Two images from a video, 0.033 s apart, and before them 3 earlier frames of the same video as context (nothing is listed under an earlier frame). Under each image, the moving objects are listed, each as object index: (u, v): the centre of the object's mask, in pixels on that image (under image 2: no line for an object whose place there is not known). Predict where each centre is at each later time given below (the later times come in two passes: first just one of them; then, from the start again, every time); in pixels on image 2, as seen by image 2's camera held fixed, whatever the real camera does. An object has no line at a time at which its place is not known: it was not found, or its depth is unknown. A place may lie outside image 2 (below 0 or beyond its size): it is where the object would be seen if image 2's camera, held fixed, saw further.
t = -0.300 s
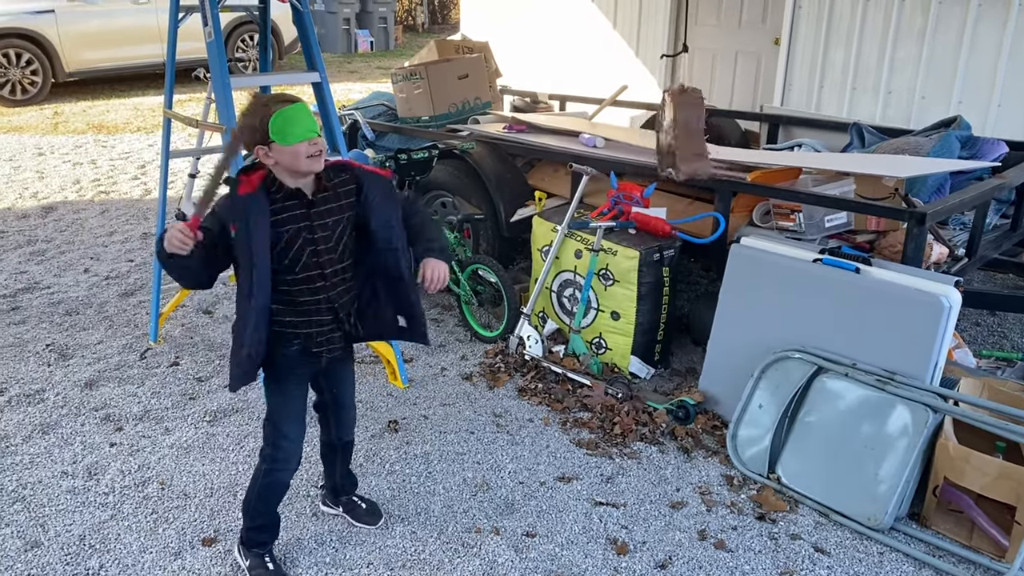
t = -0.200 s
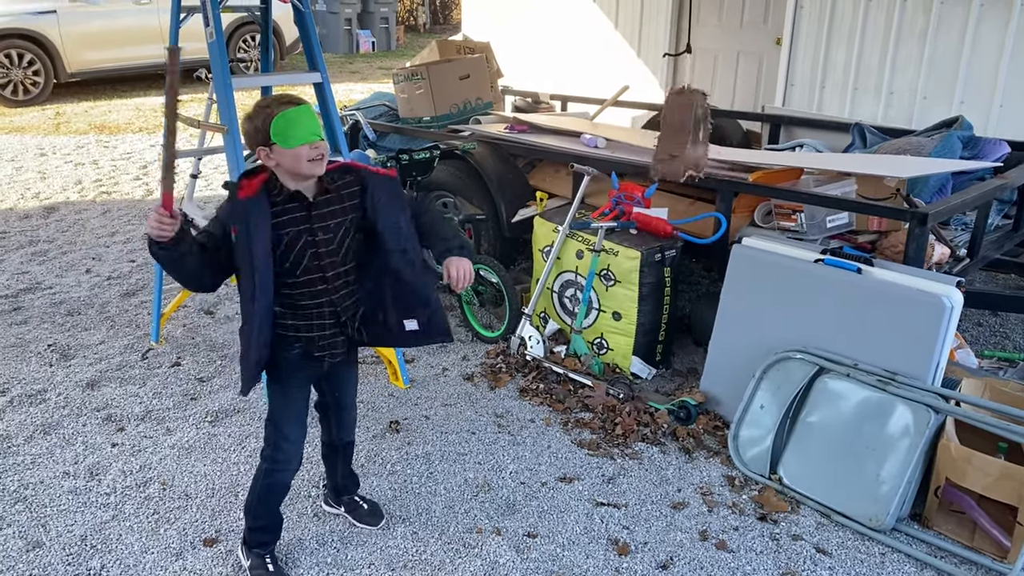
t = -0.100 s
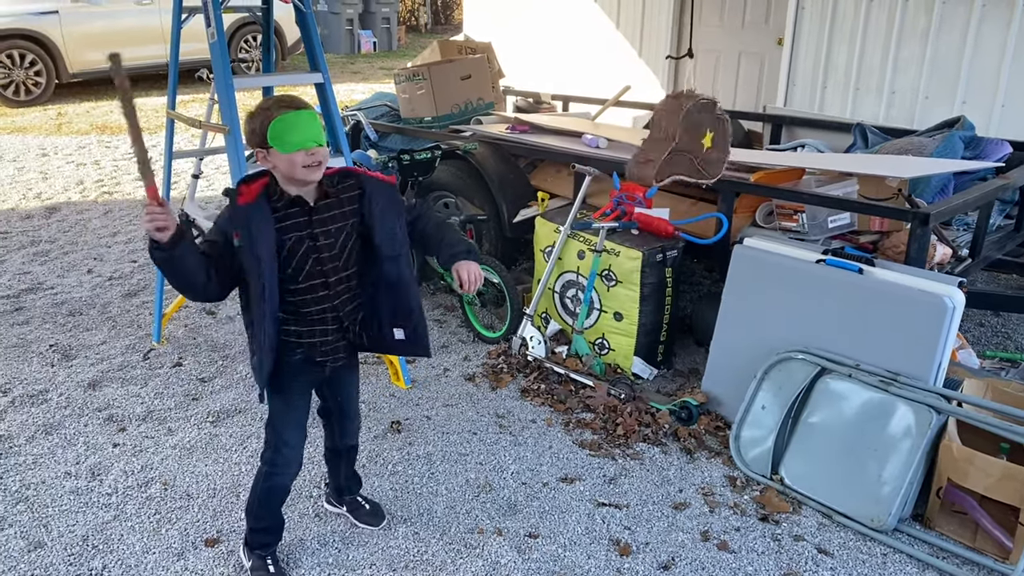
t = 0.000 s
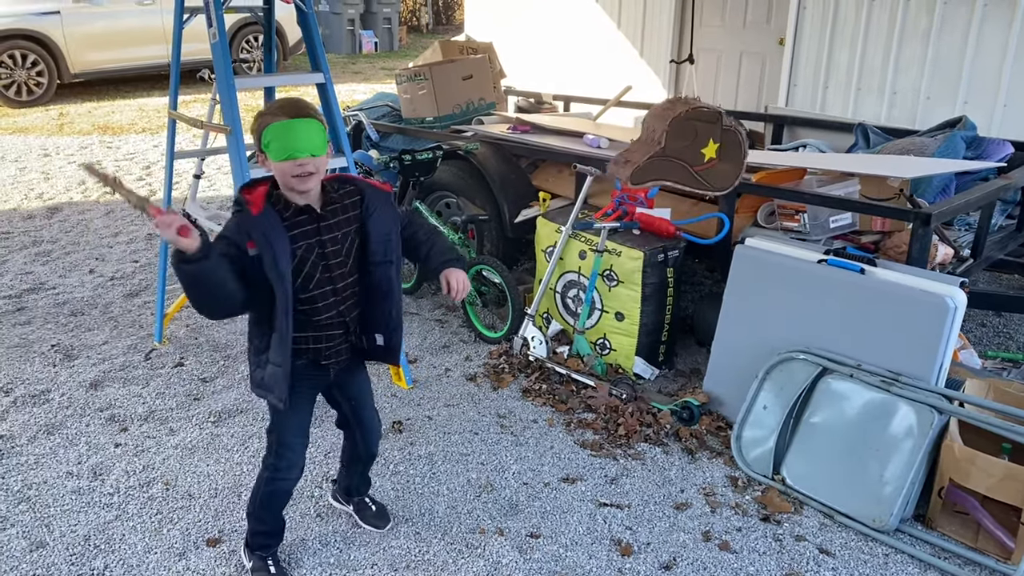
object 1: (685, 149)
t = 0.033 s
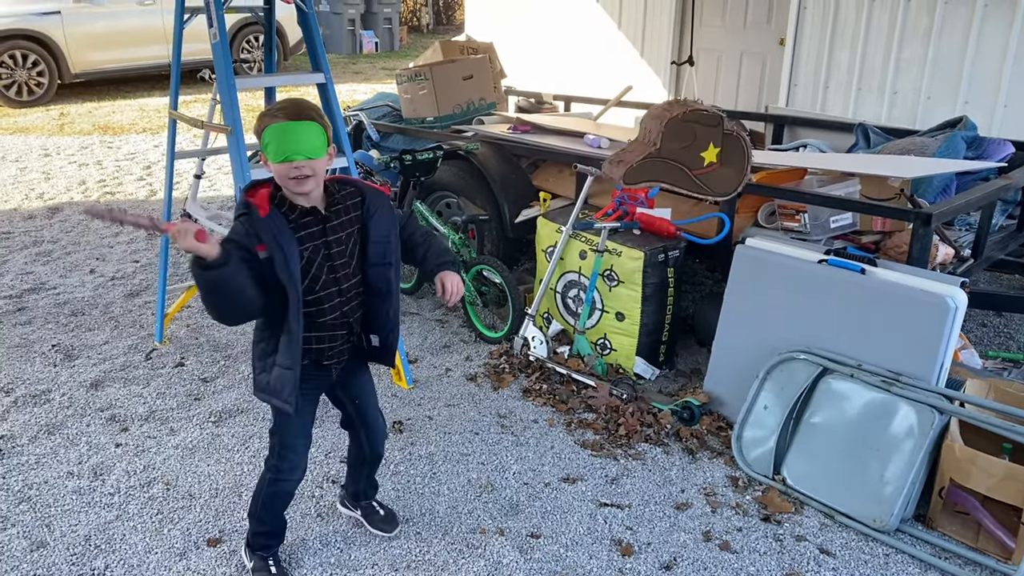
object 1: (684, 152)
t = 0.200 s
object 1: (679, 171)
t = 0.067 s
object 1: (684, 156)
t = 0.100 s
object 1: (683, 159)
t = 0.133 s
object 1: (682, 163)
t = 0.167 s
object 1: (681, 167)
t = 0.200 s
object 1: (679, 171)
